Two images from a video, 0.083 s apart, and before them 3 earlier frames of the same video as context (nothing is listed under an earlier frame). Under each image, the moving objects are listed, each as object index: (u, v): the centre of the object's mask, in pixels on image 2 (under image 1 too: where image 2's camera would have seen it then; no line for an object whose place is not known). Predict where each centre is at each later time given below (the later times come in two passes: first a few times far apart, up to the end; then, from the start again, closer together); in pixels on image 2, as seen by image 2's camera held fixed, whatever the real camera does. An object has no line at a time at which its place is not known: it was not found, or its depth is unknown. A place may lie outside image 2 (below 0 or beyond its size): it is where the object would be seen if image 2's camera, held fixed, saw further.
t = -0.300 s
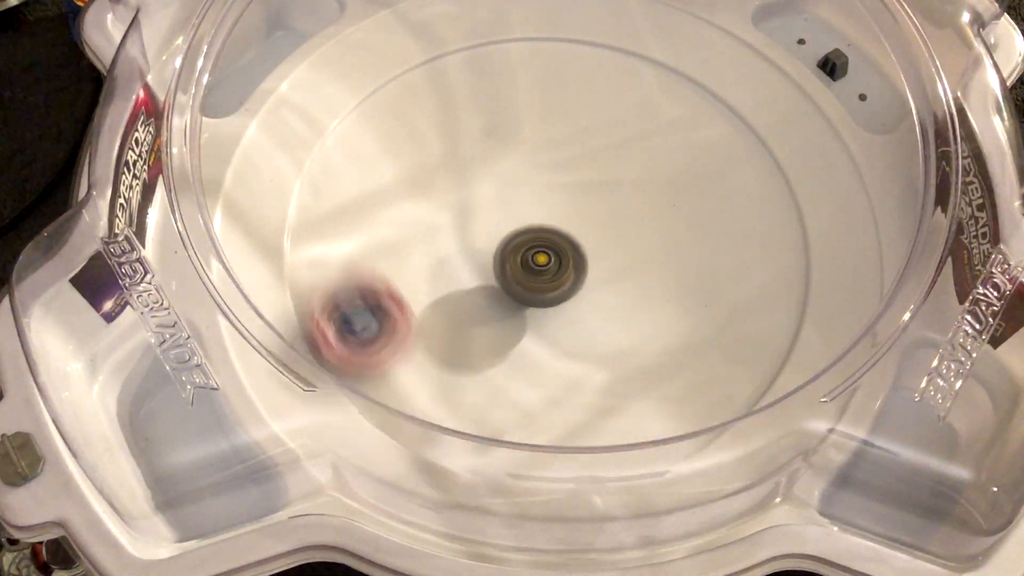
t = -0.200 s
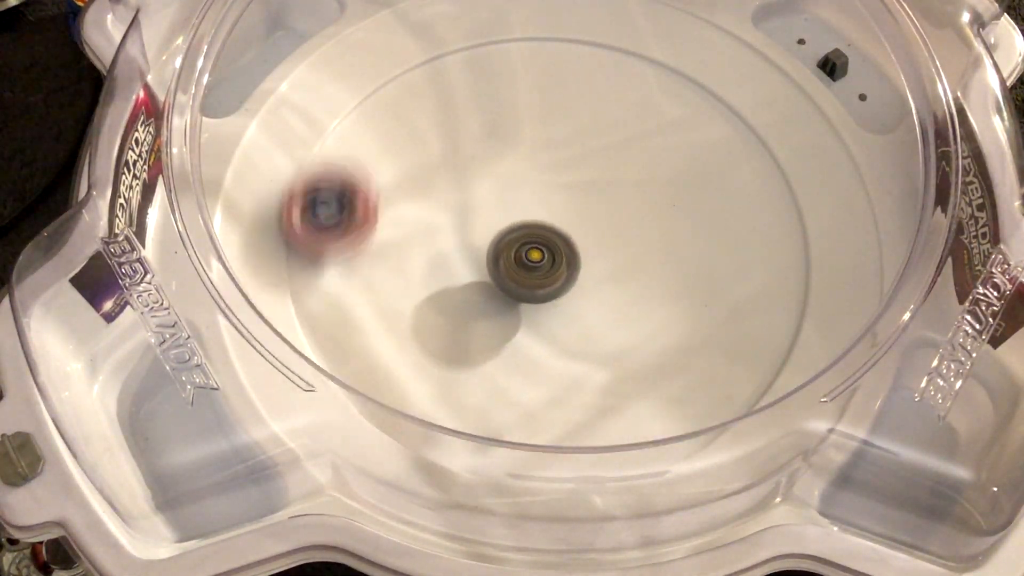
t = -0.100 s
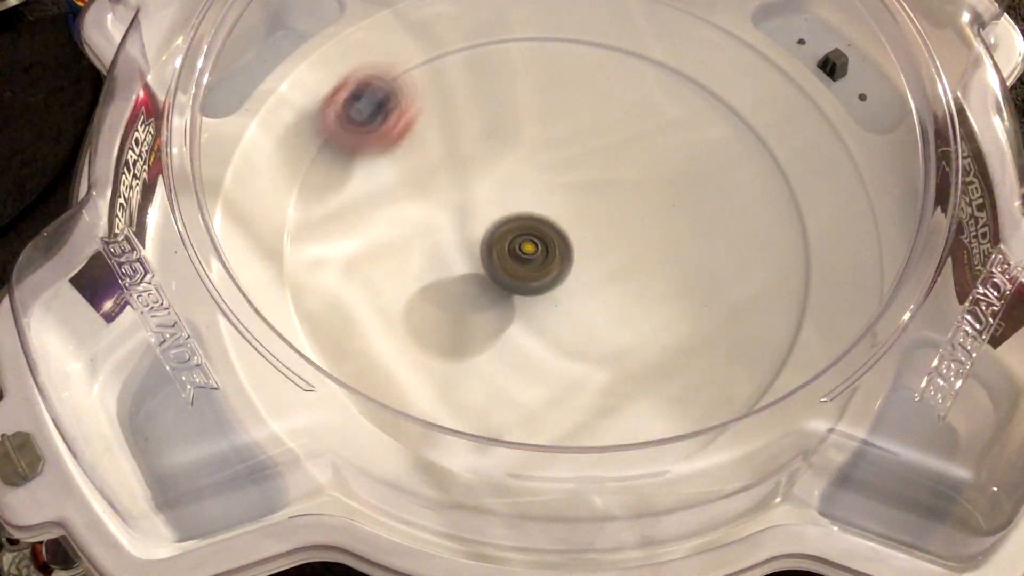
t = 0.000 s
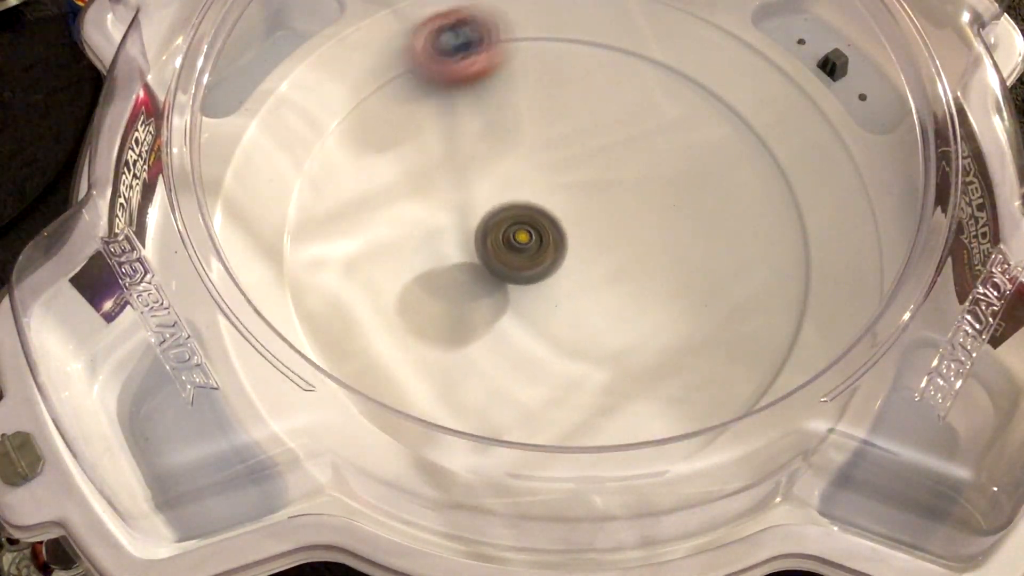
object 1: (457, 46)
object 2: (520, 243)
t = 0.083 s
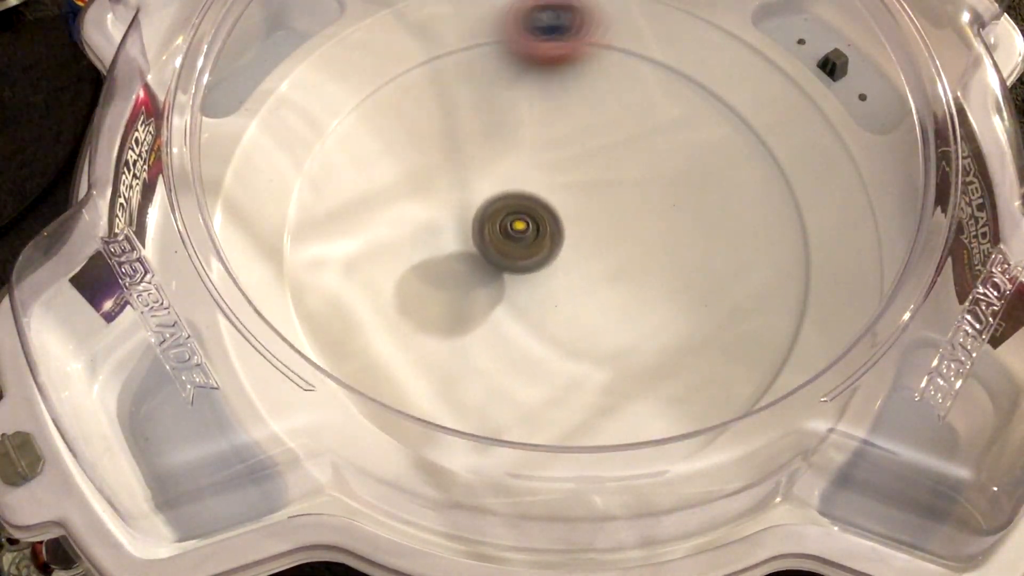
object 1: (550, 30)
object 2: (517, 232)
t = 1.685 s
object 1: (636, 410)
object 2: (566, 248)
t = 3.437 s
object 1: (559, 39)
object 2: (578, 235)
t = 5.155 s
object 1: (561, 416)
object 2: (576, 229)
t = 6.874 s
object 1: (517, 57)
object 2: (573, 223)
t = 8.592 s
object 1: (566, 391)
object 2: (571, 215)
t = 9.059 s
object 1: (470, 87)
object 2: (566, 241)
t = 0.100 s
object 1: (570, 30)
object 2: (517, 230)
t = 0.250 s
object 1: (733, 106)
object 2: (516, 211)
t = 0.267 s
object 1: (746, 120)
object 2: (516, 208)
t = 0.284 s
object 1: (756, 136)
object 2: (516, 207)
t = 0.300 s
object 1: (767, 154)
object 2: (517, 205)
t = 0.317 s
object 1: (774, 170)
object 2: (517, 203)
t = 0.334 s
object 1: (779, 187)
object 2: (518, 201)
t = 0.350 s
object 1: (782, 204)
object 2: (518, 200)
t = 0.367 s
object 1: (785, 225)
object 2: (519, 198)
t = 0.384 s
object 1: (786, 243)
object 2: (520, 197)
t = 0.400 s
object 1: (783, 261)
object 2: (520, 196)
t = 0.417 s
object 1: (778, 280)
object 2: (521, 194)
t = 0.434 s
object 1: (771, 298)
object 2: (522, 193)
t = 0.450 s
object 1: (762, 316)
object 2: (523, 193)
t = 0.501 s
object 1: (722, 366)
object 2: (525, 190)
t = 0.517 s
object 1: (706, 379)
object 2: (527, 189)
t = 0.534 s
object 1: (688, 387)
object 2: (528, 189)
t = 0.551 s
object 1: (665, 396)
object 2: (529, 188)
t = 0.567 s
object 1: (644, 409)
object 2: (530, 188)
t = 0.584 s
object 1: (621, 415)
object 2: (532, 188)
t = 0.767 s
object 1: (385, 348)
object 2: (553, 192)
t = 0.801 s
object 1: (358, 315)
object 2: (557, 194)
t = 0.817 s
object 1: (349, 299)
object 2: (559, 194)
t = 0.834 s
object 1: (341, 281)
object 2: (561, 195)
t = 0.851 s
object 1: (336, 261)
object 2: (563, 196)
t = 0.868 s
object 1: (334, 245)
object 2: (565, 197)
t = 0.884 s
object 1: (332, 226)
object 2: (567, 197)
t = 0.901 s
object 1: (332, 208)
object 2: (569, 198)
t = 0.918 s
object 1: (336, 189)
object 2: (571, 199)
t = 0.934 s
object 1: (340, 172)
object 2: (573, 200)
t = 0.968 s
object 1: (354, 140)
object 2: (576, 202)
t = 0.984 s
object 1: (363, 125)
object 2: (578, 203)
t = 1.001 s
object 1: (374, 110)
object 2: (580, 205)
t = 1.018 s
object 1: (387, 97)
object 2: (581, 206)
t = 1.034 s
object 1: (400, 85)
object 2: (582, 207)
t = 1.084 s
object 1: (445, 56)
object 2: (587, 211)
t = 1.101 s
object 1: (462, 48)
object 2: (588, 212)
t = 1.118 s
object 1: (479, 41)
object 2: (589, 213)
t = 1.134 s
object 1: (498, 37)
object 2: (590, 215)
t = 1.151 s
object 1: (516, 34)
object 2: (591, 216)
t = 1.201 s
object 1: (573, 33)
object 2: (593, 220)
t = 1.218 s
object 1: (593, 34)
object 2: (593, 221)
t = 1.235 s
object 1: (610, 36)
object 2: (594, 222)
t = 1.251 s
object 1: (630, 42)
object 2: (594, 223)
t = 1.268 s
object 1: (649, 49)
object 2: (594, 224)
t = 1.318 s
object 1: (700, 78)
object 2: (594, 228)
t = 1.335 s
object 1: (715, 90)
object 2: (594, 229)
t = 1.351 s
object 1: (729, 102)
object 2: (594, 230)
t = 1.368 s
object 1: (741, 116)
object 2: (593, 231)
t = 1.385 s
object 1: (752, 131)
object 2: (593, 232)
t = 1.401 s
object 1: (761, 145)
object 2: (592, 233)
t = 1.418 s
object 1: (770, 163)
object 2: (592, 234)
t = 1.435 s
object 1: (776, 180)
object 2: (591, 235)
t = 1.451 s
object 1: (781, 200)
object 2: (590, 236)
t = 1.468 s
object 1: (783, 216)
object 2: (589, 237)
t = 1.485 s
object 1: (783, 234)
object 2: (587, 238)
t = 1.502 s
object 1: (782, 252)
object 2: (586, 239)
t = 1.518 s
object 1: (779, 271)
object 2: (585, 240)
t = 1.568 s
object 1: (754, 324)
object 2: (580, 243)
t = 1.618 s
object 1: (715, 370)
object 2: (574, 245)
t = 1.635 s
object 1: (699, 381)
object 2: (572, 246)
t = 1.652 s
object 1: (678, 391)
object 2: (570, 247)
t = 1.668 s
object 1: (656, 402)
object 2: (568, 247)
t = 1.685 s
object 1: (636, 410)
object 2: (566, 248)
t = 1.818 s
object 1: (454, 396)
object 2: (550, 250)
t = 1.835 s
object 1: (433, 382)
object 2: (549, 250)
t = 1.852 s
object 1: (416, 372)
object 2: (547, 250)
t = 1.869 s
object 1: (397, 359)
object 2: (545, 250)
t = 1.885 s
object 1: (382, 346)
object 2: (544, 250)
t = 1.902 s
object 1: (369, 332)
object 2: (542, 250)
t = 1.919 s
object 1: (358, 315)
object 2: (541, 249)
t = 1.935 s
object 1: (348, 299)
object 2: (540, 249)
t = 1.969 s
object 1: (336, 262)
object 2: (537, 248)
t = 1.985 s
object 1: (334, 245)
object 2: (535, 247)
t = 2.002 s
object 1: (332, 224)
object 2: (534, 247)
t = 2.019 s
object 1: (333, 207)
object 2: (533, 246)
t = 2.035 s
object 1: (336, 191)
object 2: (532, 245)
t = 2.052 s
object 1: (341, 174)
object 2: (531, 244)
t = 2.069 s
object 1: (348, 159)
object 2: (530, 244)
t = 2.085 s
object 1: (355, 141)
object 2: (529, 243)
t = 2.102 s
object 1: (364, 128)
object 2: (529, 242)
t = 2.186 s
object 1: (431, 68)
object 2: (526, 236)
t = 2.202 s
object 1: (445, 60)
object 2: (526, 235)
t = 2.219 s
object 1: (461, 53)
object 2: (525, 234)
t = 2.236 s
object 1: (479, 47)
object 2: (525, 232)
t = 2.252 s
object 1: (495, 41)
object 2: (525, 230)
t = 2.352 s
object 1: (605, 40)
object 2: (527, 222)
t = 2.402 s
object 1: (660, 58)
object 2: (528, 218)
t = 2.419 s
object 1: (677, 66)
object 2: (529, 217)
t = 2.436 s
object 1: (693, 76)
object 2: (529, 215)
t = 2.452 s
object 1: (707, 87)
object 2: (530, 214)
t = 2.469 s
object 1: (721, 99)
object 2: (531, 213)
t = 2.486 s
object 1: (733, 111)
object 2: (532, 212)
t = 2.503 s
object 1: (745, 125)
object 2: (532, 210)
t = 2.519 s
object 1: (756, 141)
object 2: (533, 209)
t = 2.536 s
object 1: (764, 157)
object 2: (534, 208)
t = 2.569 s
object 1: (776, 190)
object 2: (536, 206)
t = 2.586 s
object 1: (781, 210)
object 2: (537, 206)
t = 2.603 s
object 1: (782, 227)
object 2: (538, 205)
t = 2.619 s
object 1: (781, 245)
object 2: (539, 204)
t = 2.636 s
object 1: (779, 263)
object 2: (540, 204)
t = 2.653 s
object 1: (775, 279)
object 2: (541, 203)
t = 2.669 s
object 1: (769, 298)
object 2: (542, 203)
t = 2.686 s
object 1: (760, 315)
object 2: (543, 202)
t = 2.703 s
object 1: (748, 333)
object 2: (544, 202)
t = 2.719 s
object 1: (736, 349)
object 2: (545, 202)
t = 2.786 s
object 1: (667, 394)
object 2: (549, 202)
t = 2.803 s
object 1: (648, 404)
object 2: (551, 202)
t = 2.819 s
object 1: (625, 411)
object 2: (552, 202)
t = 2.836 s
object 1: (603, 415)
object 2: (553, 203)
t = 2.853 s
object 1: (580, 418)
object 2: (554, 203)
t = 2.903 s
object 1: (511, 412)
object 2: (559, 205)
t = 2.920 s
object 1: (489, 406)
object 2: (560, 205)
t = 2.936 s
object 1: (465, 398)
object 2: (562, 206)
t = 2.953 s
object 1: (448, 386)
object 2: (563, 207)
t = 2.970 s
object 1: (427, 375)
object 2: (564, 208)
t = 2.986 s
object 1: (410, 365)
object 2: (566, 209)
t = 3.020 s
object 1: (381, 338)
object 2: (568, 210)
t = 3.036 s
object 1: (369, 324)
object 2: (569, 211)
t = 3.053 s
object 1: (359, 308)
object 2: (571, 212)
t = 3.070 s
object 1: (350, 292)
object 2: (572, 213)
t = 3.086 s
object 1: (345, 275)
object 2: (573, 214)
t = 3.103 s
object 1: (339, 256)
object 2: (574, 216)
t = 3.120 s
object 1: (337, 239)
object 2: (575, 216)
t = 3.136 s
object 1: (337, 221)
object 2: (576, 218)
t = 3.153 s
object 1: (339, 202)
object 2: (577, 218)
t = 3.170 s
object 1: (342, 187)
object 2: (577, 220)
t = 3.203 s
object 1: (355, 154)
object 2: (579, 222)
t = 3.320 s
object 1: (439, 69)
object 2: (580, 228)
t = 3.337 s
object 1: (455, 61)
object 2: (580, 229)
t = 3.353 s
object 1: (471, 55)
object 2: (580, 230)
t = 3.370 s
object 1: (487, 49)
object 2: (579, 231)
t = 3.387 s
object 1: (504, 45)
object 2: (579, 232)
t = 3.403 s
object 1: (521, 41)
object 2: (579, 233)
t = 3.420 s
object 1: (539, 39)
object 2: (578, 234)
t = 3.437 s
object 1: (559, 39)
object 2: (578, 235)
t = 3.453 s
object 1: (575, 39)
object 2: (577, 236)
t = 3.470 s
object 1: (594, 41)
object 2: (576, 237)
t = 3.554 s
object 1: (680, 72)
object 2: (571, 240)
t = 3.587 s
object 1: (709, 92)
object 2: (569, 242)
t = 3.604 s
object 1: (724, 105)
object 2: (568, 242)
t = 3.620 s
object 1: (736, 118)
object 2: (567, 243)
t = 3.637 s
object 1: (747, 131)
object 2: (566, 243)
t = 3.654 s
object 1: (757, 147)
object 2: (564, 244)
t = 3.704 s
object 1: (775, 196)
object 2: (560, 245)
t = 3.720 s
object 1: (778, 213)
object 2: (559, 245)
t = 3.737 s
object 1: (780, 231)
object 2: (558, 245)
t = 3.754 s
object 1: (778, 248)
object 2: (556, 245)
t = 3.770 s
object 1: (775, 264)
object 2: (555, 245)
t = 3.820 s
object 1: (755, 316)
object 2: (551, 244)
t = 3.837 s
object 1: (744, 332)
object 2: (550, 243)
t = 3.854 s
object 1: (732, 350)
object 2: (549, 243)
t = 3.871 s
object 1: (716, 364)
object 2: (548, 242)
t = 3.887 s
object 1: (703, 375)
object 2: (547, 241)
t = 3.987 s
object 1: (577, 414)
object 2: (541, 237)
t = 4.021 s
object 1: (532, 412)
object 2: (540, 235)
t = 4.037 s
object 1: (509, 408)
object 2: (539, 234)
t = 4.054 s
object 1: (488, 398)
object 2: (538, 234)
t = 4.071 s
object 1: (467, 392)
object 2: (538, 233)
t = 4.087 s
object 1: (446, 382)
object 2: (538, 232)
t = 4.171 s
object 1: (372, 318)
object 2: (536, 227)
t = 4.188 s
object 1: (363, 303)
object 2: (536, 226)
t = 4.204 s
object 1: (355, 286)
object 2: (536, 224)
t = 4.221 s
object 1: (348, 270)
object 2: (537, 223)
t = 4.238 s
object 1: (344, 252)
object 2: (537, 222)
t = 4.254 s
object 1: (342, 235)
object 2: (537, 220)
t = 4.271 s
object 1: (342, 218)
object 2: (538, 219)
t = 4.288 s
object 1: (343, 201)
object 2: (538, 218)
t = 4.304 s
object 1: (346, 186)
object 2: (539, 217)
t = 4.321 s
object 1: (352, 170)
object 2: (539, 215)
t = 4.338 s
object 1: (358, 154)
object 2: (540, 214)
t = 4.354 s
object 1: (367, 139)
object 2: (540, 213)
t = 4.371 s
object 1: (375, 127)
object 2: (541, 212)
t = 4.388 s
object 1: (386, 113)
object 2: (542, 211)
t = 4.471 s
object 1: (454, 63)
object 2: (545, 207)
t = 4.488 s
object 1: (469, 56)
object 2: (546, 206)
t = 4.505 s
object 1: (485, 50)
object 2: (547, 205)
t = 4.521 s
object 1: (499, 45)
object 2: (548, 205)
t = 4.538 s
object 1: (517, 41)
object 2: (548, 205)
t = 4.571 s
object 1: (553, 37)
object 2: (550, 204)
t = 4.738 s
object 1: (715, 93)
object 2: (560, 205)
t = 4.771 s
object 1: (740, 119)
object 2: (562, 205)
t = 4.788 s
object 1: (750, 133)
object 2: (563, 206)
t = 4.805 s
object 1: (759, 148)
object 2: (564, 206)
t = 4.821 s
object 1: (766, 163)
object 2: (565, 207)
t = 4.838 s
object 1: (772, 179)
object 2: (565, 208)
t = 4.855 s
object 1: (776, 196)
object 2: (567, 209)
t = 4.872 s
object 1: (779, 213)
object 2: (567, 210)
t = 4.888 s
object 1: (780, 230)
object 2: (568, 210)
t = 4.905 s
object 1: (778, 248)
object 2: (569, 212)
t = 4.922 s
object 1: (775, 265)
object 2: (570, 213)
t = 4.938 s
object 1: (770, 282)
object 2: (571, 214)
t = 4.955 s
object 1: (763, 300)
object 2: (571, 215)
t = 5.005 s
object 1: (731, 346)
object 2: (574, 218)
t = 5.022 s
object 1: (718, 361)
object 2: (574, 219)
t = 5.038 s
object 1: (703, 373)
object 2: (575, 221)
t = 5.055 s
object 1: (682, 385)
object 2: (575, 222)
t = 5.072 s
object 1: (664, 392)
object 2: (575, 223)
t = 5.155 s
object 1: (561, 416)
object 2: (576, 229)
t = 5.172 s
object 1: (538, 415)
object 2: (576, 230)
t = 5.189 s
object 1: (517, 412)
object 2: (576, 232)
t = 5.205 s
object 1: (496, 407)
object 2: (575, 233)
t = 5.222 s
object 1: (476, 400)
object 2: (575, 234)
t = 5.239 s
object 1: (456, 389)
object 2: (574, 235)
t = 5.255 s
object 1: (438, 381)
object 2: (574, 236)
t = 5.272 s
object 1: (419, 370)
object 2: (574, 237)
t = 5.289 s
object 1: (404, 360)
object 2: (573, 238)
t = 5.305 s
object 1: (388, 347)
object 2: (572, 238)
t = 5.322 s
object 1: (374, 333)
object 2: (572, 239)
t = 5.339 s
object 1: (363, 319)
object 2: (571, 240)
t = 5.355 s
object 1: (355, 303)
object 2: (570, 241)
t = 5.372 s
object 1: (348, 288)
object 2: (570, 242)
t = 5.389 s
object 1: (341, 270)
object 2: (569, 242)
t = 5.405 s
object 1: (337, 253)
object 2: (568, 243)
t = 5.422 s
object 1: (335, 237)
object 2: (567, 244)
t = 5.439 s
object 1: (335, 220)
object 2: (566, 244)
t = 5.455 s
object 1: (336, 203)
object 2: (565, 245)
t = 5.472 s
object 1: (338, 188)
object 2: (564, 245)
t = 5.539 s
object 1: (365, 128)
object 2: (560, 246)
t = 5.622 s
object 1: (426, 73)
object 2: (555, 246)
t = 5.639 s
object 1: (441, 65)
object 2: (554, 245)
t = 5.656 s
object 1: (457, 58)
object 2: (552, 245)
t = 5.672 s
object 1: (472, 52)
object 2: (552, 244)
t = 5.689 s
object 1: (488, 47)
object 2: (550, 244)
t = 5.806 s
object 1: (606, 46)
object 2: (544, 238)
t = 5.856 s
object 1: (656, 63)
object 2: (542, 235)
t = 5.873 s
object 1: (672, 71)
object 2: (541, 233)
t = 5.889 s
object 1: (687, 80)
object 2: (540, 233)
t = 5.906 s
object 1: (700, 90)
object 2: (540, 232)
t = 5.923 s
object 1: (713, 101)
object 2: (539, 231)
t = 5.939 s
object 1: (725, 114)
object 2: (539, 230)
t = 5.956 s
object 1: (735, 127)
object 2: (538, 228)
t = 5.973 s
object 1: (746, 141)
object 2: (538, 227)
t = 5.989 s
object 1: (754, 156)
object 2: (538, 226)
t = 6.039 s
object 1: (770, 203)
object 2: (538, 222)
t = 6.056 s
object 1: (773, 219)
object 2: (538, 221)
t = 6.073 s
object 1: (773, 236)
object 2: (538, 219)
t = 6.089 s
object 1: (772, 253)
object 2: (539, 218)
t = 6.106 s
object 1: (769, 270)
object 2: (539, 217)
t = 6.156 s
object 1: (747, 318)
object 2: (541, 213)
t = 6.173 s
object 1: (738, 334)
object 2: (541, 212)
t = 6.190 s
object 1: (725, 348)
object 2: (541, 211)
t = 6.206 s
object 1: (713, 360)
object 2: (542, 210)
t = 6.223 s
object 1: (699, 372)
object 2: (543, 209)
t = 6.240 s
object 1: (682, 382)
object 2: (543, 208)
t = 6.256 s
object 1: (662, 391)
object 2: (544, 208)
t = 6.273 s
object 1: (643, 397)
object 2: (544, 207)
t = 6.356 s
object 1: (540, 406)
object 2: (548, 204)
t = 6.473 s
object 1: (409, 353)
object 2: (554, 203)
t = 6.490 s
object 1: (396, 341)
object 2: (554, 203)
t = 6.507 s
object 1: (385, 326)
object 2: (555, 203)
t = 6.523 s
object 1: (375, 310)
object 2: (556, 204)
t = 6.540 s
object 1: (366, 295)
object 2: (557, 204)
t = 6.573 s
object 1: (356, 262)
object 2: (559, 205)
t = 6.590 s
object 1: (353, 245)
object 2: (561, 206)
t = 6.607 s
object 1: (352, 229)
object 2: (561, 206)
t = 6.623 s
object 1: (353, 213)
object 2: (563, 207)
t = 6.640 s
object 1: (355, 197)
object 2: (563, 208)
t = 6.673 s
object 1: (365, 167)
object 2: (565, 210)
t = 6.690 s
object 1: (373, 152)
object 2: (566, 210)
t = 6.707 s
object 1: (381, 138)
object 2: (567, 211)
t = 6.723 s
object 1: (391, 126)
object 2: (567, 213)
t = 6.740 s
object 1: (401, 115)
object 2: (569, 214)
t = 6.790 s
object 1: (440, 84)
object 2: (571, 217)
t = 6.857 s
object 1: (500, 60)
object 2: (573, 222)
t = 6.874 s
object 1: (517, 57)
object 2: (573, 223)
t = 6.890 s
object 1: (534, 55)
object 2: (574, 224)
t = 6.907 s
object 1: (551, 53)
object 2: (574, 225)
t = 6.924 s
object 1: (568, 54)
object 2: (574, 227)
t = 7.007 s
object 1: (649, 72)
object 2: (574, 232)
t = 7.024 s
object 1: (664, 79)
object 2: (574, 233)
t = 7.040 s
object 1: (678, 86)
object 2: (574, 234)
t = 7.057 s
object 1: (692, 95)
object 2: (574, 235)
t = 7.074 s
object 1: (704, 106)
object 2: (573, 236)
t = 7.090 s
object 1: (716, 117)
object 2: (573, 237)
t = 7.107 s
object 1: (727, 128)
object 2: (572, 238)
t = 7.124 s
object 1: (736, 142)
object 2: (571, 239)
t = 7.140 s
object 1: (745, 156)
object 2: (571, 239)
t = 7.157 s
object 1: (752, 170)
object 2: (570, 240)
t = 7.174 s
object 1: (758, 185)
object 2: (570, 241)
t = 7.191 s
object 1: (761, 200)
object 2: (569, 242)
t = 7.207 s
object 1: (764, 216)
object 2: (568, 242)
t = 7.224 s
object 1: (765, 232)
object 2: (567, 243)
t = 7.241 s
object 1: (764, 249)
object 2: (566, 243)
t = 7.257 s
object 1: (761, 265)
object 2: (565, 244)
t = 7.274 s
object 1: (758, 281)
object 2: (564, 244)
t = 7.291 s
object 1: (750, 297)
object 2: (564, 245)
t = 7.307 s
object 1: (742, 311)
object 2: (562, 245)
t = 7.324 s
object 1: (732, 327)
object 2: (562, 245)
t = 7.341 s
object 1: (719, 340)
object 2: (560, 245)
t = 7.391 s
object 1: (676, 373)
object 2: (557, 245)
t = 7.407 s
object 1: (659, 382)
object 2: (556, 245)
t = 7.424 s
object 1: (640, 389)
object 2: (555, 245)
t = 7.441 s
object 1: (620, 394)
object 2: (554, 244)
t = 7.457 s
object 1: (600, 398)
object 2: (553, 244)
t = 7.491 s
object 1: (560, 399)
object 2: (551, 243)
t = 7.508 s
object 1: (538, 398)
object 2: (550, 242)
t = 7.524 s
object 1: (517, 394)
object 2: (549, 241)
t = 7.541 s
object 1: (497, 389)
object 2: (547, 240)
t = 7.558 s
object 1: (478, 382)
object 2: (547, 239)
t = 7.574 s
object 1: (460, 373)
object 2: (546, 238)
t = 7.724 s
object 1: (365, 248)
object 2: (539, 230)
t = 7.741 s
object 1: (364, 232)
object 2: (539, 229)
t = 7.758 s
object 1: (364, 218)
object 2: (539, 228)
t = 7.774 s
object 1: (365, 201)
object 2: (538, 227)
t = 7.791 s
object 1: (369, 186)
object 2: (538, 226)
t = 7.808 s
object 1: (374, 172)
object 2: (538, 225)
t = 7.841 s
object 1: (388, 144)
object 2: (538, 223)
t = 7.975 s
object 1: (486, 70)
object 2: (541, 213)
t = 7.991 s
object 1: (502, 66)
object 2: (542, 212)
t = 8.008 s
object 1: (518, 63)
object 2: (542, 211)
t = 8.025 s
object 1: (534, 61)
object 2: (543, 210)
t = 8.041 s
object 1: (551, 59)
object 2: (544, 209)
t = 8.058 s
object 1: (567, 60)
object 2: (544, 208)
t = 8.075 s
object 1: (584, 62)
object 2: (545, 208)
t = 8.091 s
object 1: (600, 65)
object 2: (545, 207)
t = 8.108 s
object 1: (615, 68)
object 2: (546, 207)
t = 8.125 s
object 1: (631, 73)
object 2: (546, 206)
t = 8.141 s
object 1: (646, 80)
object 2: (547, 206)
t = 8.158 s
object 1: (660, 87)
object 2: (548, 205)
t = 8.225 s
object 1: (709, 127)
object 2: (551, 204)
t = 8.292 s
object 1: (741, 181)
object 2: (554, 204)
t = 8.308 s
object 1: (746, 196)
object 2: (556, 204)
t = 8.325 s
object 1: (749, 211)
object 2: (556, 204)
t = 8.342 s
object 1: (750, 228)
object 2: (557, 204)
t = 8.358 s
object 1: (748, 244)
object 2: (559, 205)
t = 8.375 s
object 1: (746, 260)
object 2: (559, 205)
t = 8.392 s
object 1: (741, 276)
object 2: (561, 205)
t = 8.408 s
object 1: (735, 291)
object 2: (562, 206)
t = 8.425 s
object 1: (727, 307)
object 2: (563, 206)
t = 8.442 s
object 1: (716, 321)
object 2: (564, 207)
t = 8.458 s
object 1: (704, 333)
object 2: (564, 208)
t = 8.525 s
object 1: (641, 376)
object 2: (568, 211)
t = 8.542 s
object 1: (623, 381)
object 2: (569, 212)
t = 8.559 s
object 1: (605, 387)
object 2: (570, 213)
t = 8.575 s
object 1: (586, 389)
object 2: (570, 214)
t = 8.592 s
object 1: (566, 391)
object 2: (571, 215)
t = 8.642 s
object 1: (505, 385)
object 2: (573, 218)
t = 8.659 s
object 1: (487, 379)
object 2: (573, 219)
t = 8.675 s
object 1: (468, 371)
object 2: (574, 220)
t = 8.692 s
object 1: (452, 363)
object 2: (573, 221)
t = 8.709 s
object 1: (436, 352)
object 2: (574, 222)
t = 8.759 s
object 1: (398, 315)
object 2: (574, 225)
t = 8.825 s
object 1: (371, 256)
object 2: (573, 229)
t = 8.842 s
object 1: (369, 240)
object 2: (573, 230)
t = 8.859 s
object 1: (368, 225)
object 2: (572, 231)
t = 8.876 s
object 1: (369, 210)
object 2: (572, 232)
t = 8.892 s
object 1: (372, 195)
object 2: (572, 233)
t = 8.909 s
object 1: (376, 181)
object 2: (571, 234)
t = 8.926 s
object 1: (382, 167)
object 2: (571, 235)
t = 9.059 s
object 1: (470, 87)
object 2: (566, 241)
